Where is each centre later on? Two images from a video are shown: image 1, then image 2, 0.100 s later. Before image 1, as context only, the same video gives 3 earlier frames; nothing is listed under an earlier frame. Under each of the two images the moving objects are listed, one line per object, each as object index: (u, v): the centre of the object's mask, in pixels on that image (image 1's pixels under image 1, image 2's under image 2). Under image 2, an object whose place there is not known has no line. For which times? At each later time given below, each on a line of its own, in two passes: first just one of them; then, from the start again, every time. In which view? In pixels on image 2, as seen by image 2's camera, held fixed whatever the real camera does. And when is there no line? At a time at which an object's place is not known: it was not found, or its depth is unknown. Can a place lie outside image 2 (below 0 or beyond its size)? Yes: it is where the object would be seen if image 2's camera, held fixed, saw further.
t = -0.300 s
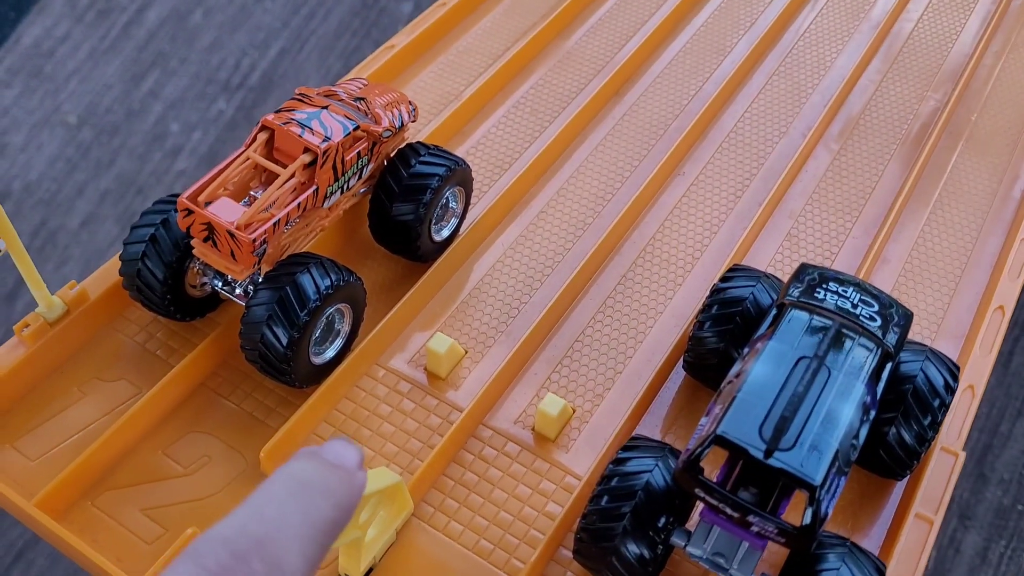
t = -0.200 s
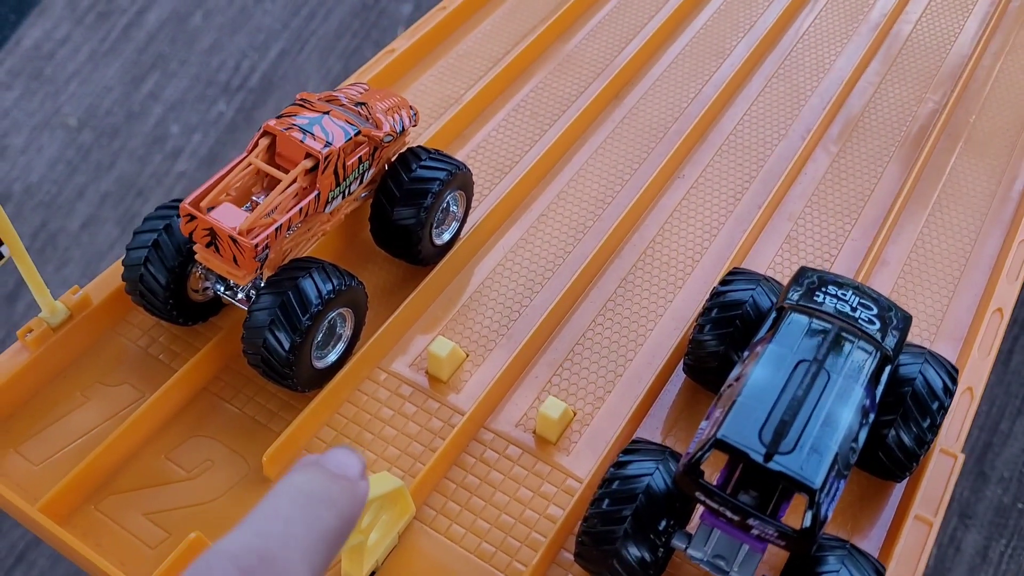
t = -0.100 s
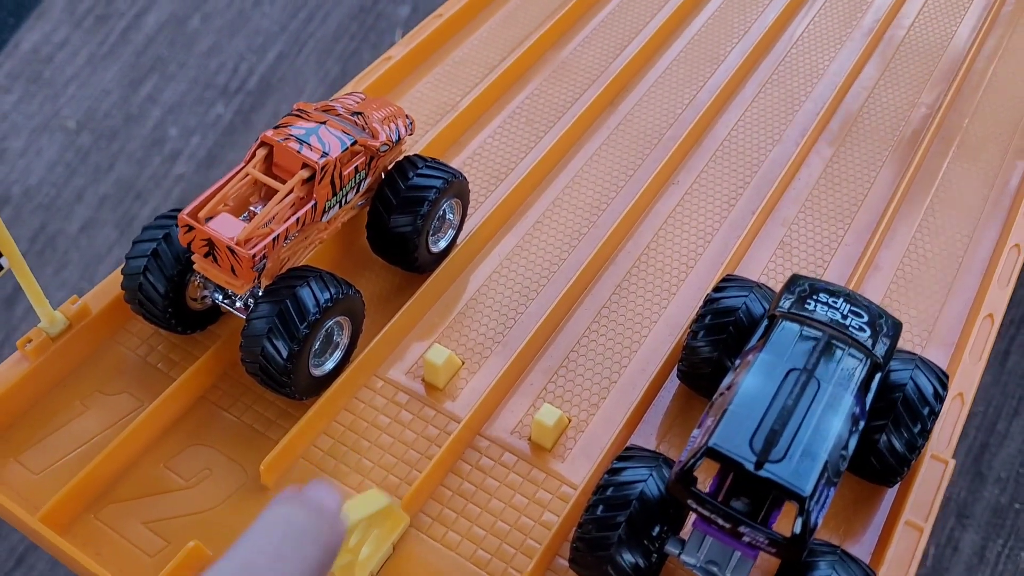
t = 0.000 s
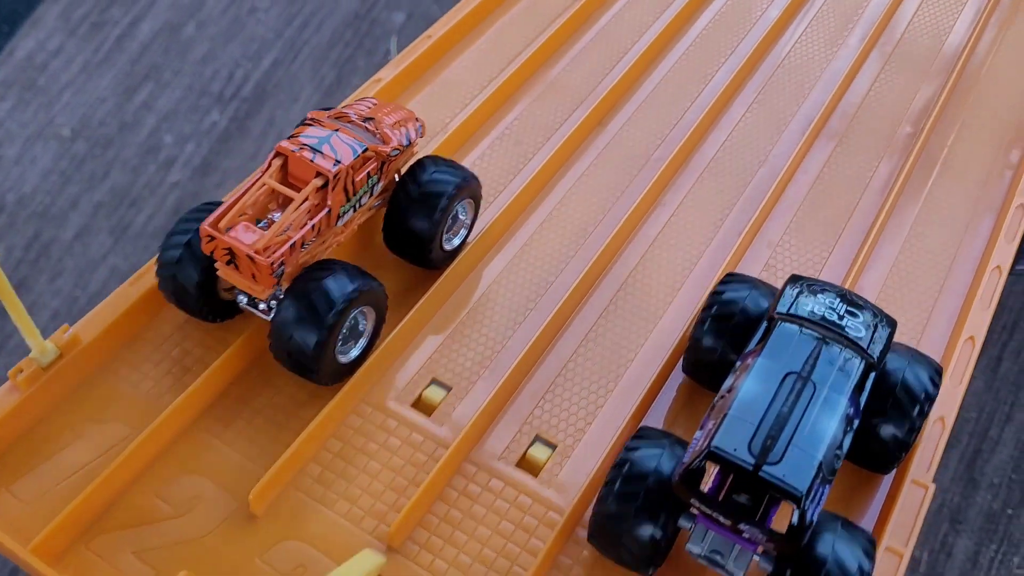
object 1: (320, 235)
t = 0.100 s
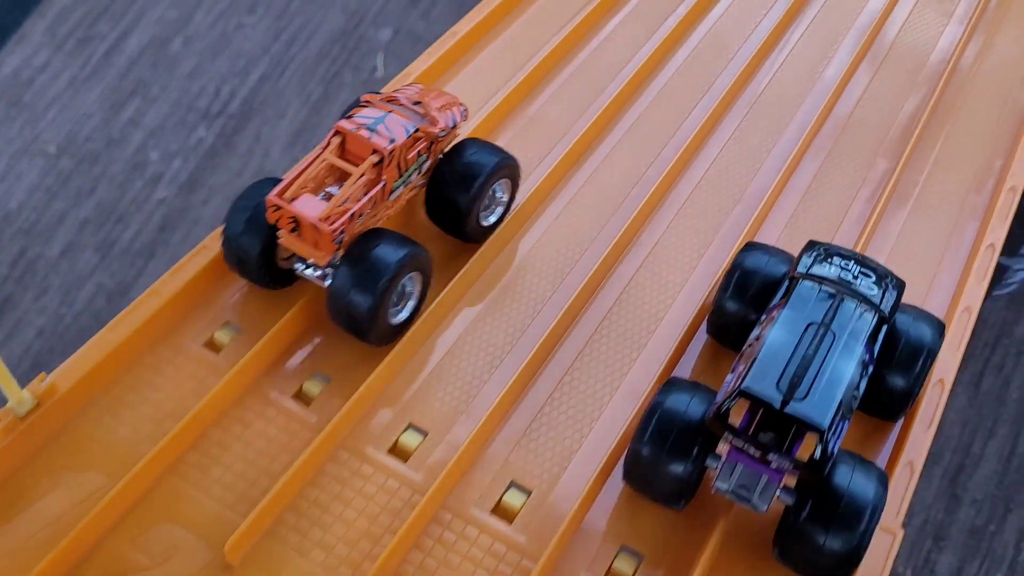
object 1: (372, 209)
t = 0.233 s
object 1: (492, 125)
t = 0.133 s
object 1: (400, 190)
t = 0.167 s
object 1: (429, 169)
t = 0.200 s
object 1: (459, 148)
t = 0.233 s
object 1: (492, 125)
